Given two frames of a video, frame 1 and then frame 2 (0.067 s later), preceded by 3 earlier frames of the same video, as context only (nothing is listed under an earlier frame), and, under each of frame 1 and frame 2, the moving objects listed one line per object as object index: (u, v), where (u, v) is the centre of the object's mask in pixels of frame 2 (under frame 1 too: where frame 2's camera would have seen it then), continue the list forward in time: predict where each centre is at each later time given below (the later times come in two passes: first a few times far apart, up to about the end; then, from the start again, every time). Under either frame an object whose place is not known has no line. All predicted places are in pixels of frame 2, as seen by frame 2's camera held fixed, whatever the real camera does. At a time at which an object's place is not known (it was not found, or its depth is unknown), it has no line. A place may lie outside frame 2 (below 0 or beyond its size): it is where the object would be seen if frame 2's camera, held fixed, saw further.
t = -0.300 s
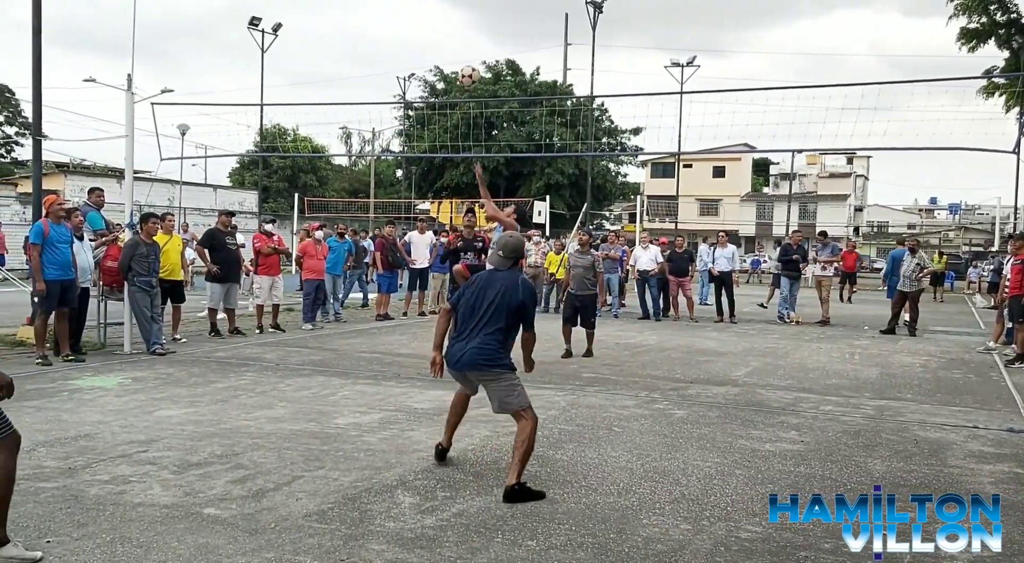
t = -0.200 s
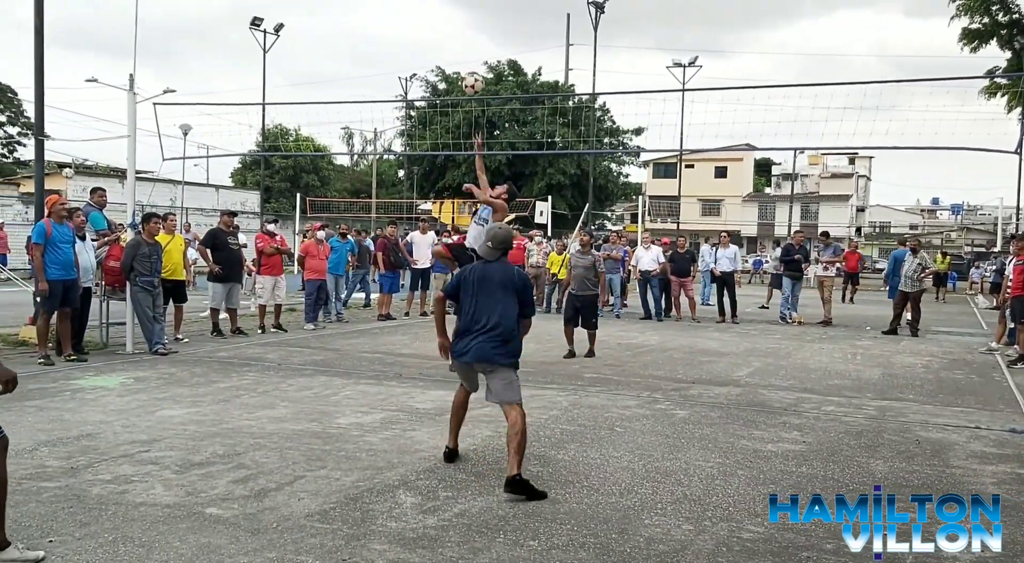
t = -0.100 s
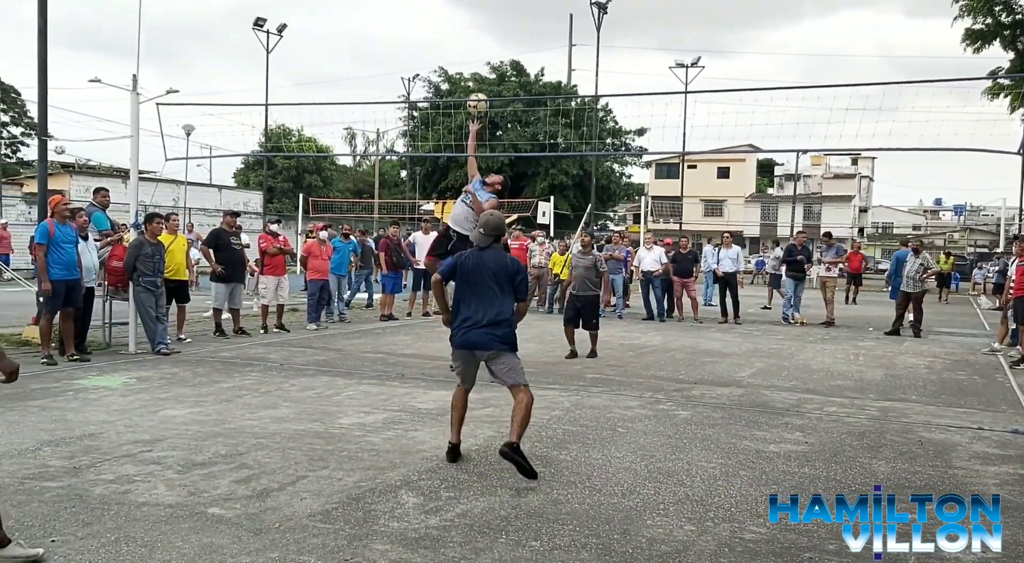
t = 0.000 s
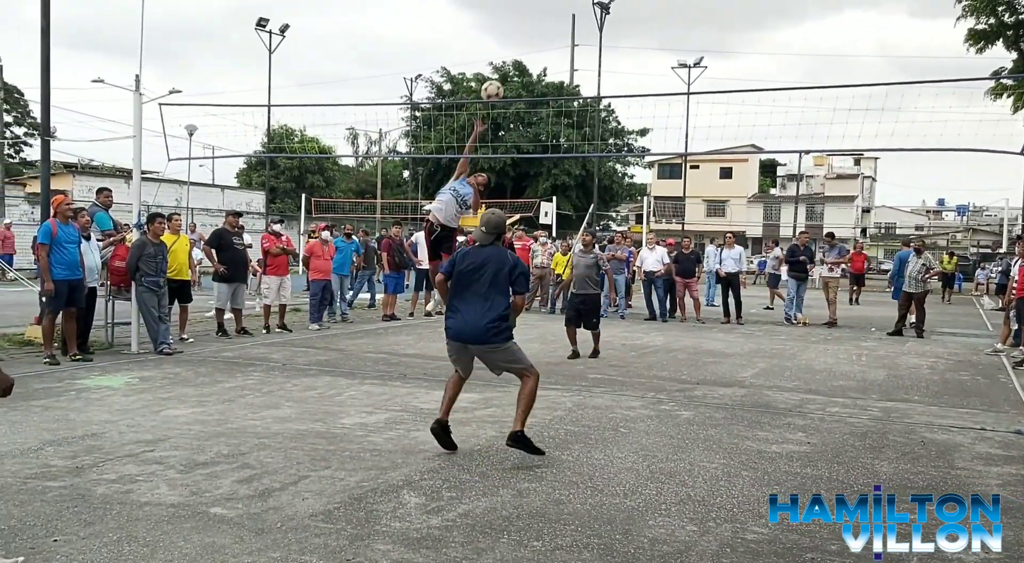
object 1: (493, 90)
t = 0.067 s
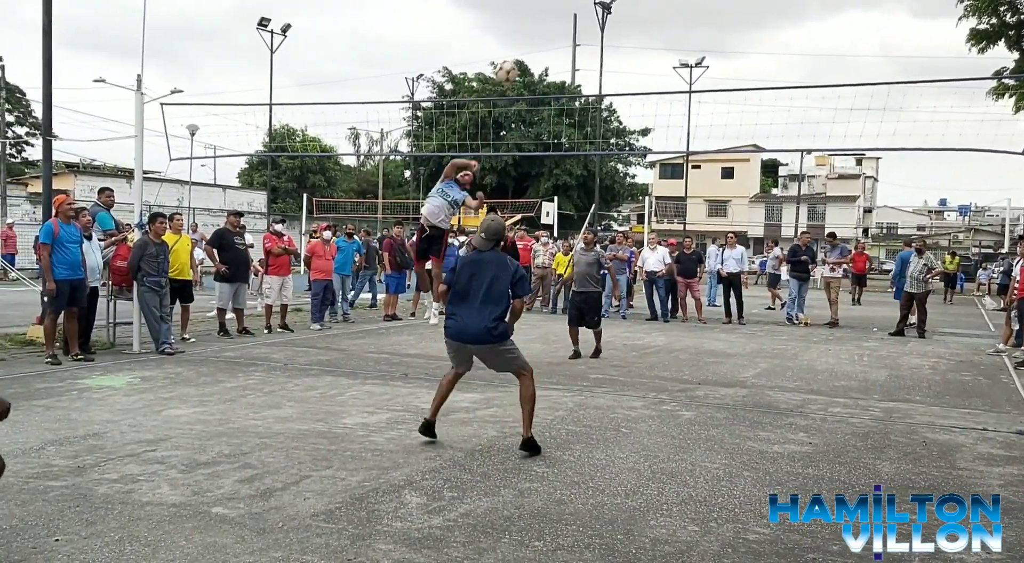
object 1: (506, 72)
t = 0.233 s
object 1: (542, 42)
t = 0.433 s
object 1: (589, 39)
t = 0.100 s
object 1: (513, 66)
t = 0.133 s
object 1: (519, 58)
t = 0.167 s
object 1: (527, 52)
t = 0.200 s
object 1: (534, 46)
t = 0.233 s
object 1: (542, 42)
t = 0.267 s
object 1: (549, 39)
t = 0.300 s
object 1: (556, 37)
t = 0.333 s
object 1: (564, 35)
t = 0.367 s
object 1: (572, 36)
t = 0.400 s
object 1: (580, 36)
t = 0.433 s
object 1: (589, 39)
